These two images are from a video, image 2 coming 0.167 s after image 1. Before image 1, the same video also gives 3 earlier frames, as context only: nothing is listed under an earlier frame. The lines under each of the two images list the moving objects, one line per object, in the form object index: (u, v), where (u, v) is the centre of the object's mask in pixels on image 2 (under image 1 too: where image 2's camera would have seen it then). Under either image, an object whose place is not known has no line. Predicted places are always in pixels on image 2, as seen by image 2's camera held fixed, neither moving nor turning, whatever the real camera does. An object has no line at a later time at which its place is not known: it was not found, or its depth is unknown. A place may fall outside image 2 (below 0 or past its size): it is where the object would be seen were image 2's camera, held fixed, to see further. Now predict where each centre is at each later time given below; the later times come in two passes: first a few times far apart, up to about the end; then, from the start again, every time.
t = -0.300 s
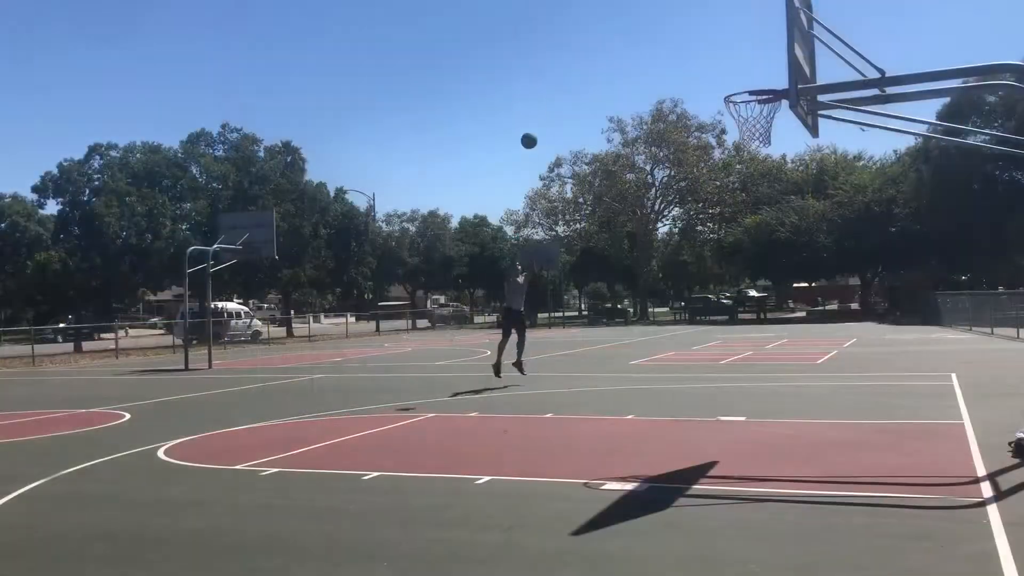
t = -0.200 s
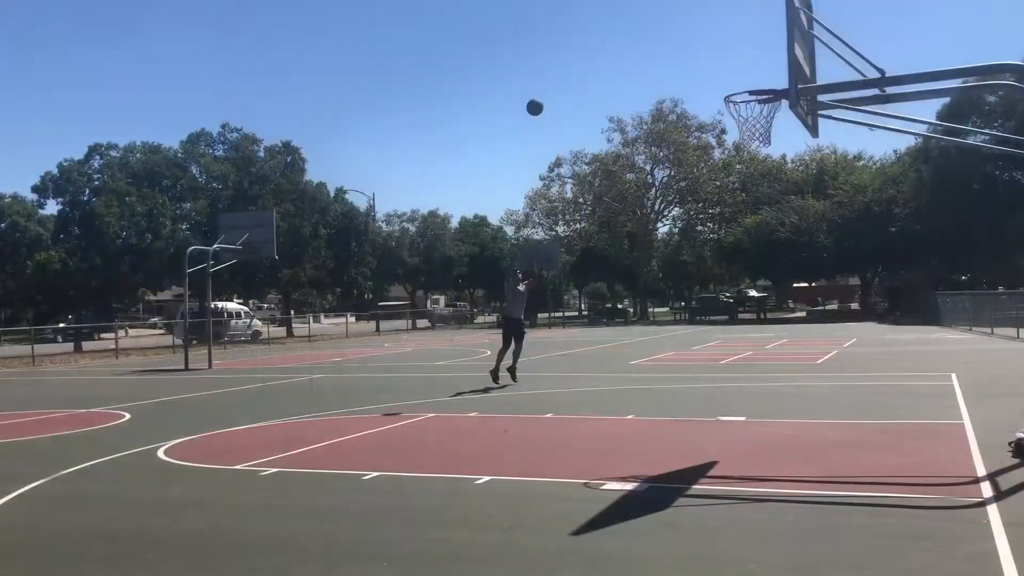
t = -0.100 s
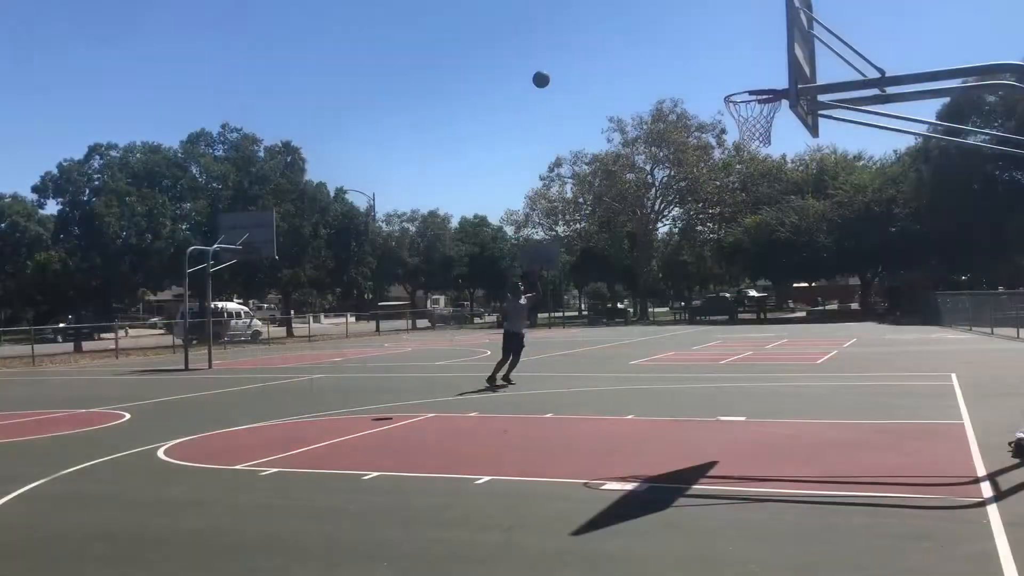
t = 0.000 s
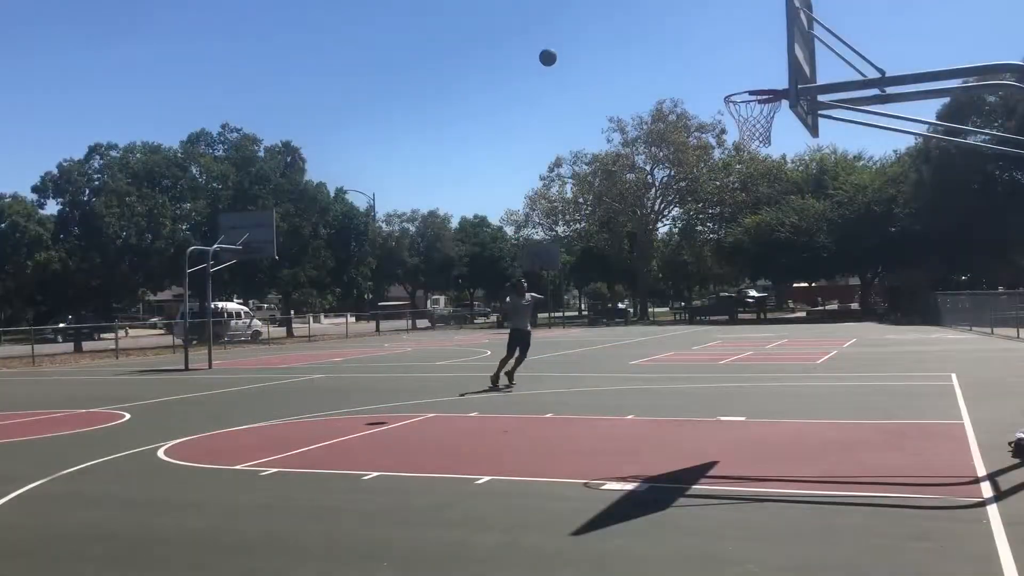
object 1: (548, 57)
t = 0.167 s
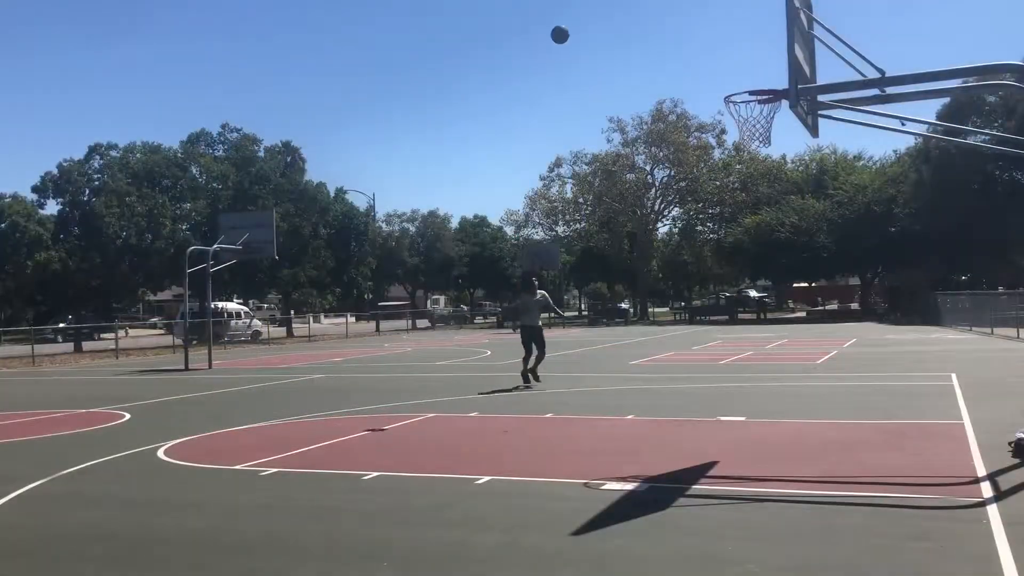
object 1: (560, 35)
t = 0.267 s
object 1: (568, 30)
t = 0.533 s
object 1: (592, 55)
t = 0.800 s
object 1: (622, 143)
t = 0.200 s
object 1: (563, 32)
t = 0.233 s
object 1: (565, 31)
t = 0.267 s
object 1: (568, 30)
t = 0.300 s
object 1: (571, 30)
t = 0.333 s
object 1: (573, 31)
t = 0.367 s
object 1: (576, 33)
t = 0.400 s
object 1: (579, 35)
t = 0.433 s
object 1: (583, 39)
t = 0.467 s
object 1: (586, 43)
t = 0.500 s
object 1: (589, 49)
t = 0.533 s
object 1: (592, 55)
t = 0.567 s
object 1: (596, 62)
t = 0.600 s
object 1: (599, 70)
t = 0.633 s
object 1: (603, 80)
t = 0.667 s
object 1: (607, 90)
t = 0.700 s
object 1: (610, 102)
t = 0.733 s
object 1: (614, 114)
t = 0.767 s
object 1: (618, 128)
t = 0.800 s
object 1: (622, 143)
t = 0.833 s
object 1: (626, 159)
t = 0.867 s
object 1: (631, 176)
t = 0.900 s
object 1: (635, 194)
